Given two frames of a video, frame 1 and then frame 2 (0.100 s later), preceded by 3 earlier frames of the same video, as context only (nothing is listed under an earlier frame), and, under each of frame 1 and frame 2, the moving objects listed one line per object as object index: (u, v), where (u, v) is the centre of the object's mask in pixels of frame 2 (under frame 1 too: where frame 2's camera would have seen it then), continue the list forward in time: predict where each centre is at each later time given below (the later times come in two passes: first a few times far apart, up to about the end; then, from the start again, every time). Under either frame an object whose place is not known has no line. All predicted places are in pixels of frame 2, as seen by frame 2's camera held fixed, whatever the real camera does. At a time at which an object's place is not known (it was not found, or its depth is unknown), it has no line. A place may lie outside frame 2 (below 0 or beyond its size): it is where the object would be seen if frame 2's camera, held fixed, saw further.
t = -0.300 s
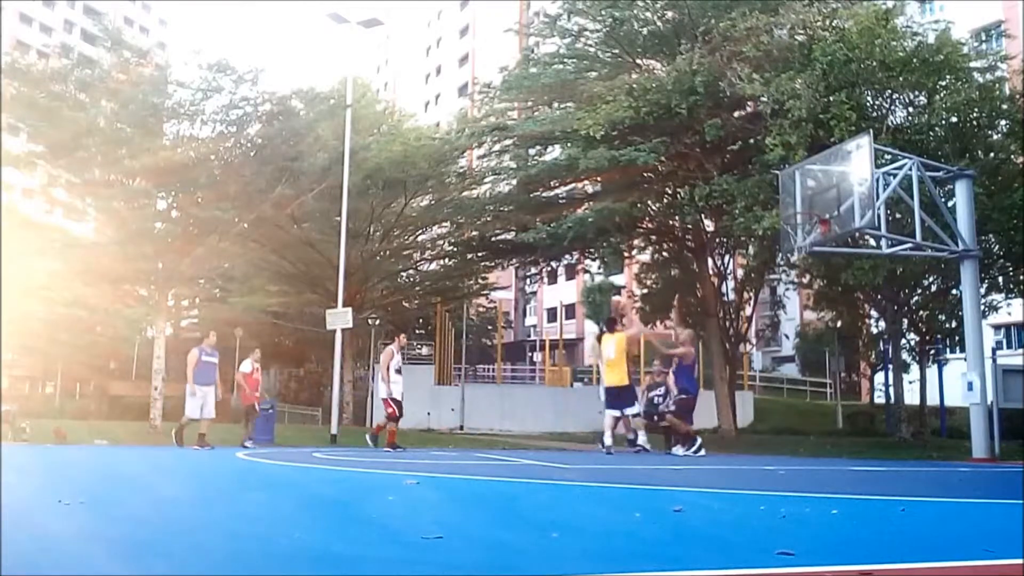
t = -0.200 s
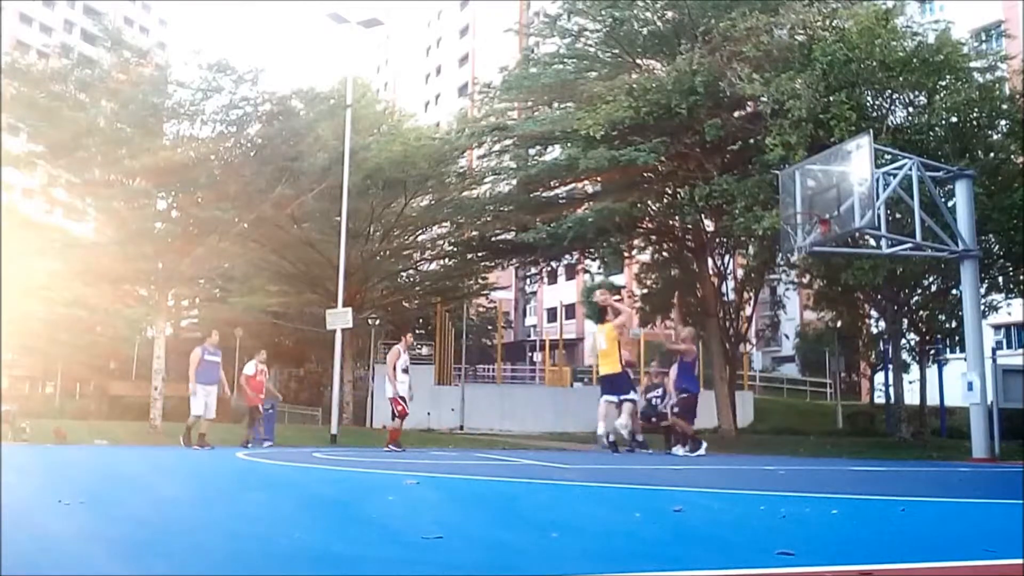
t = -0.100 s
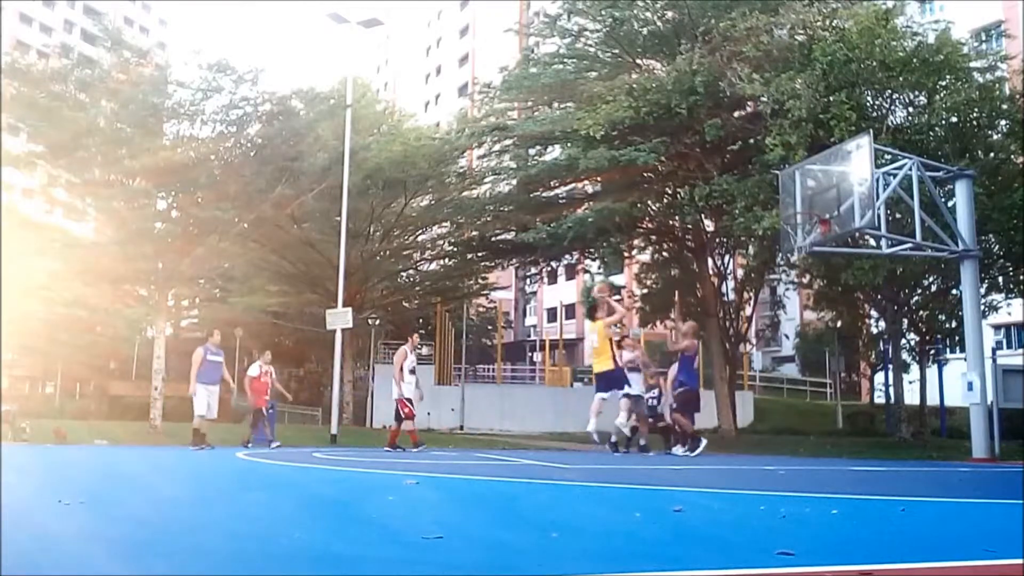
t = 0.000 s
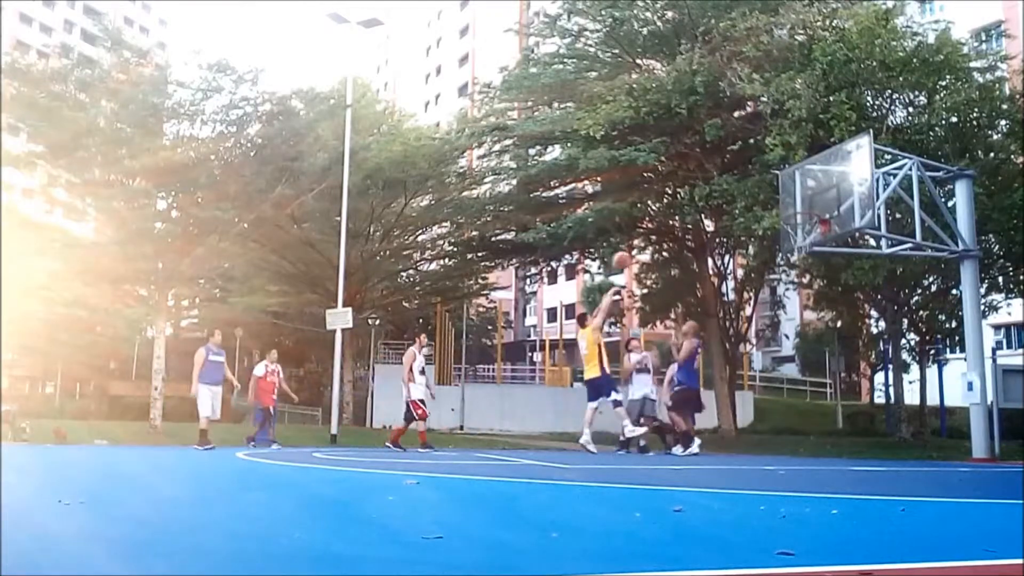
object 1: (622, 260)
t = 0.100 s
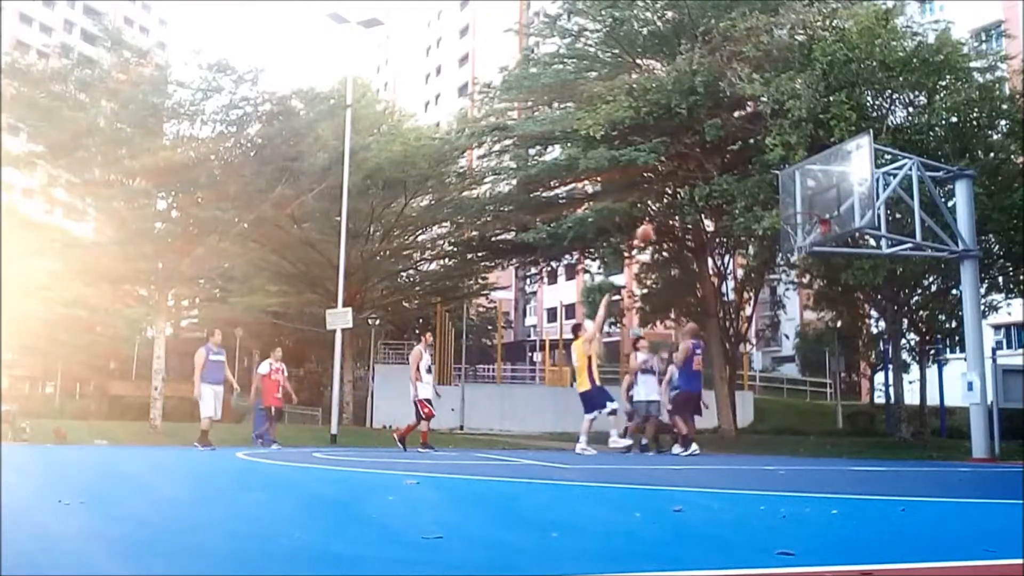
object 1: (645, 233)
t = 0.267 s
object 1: (685, 206)
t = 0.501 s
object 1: (745, 196)
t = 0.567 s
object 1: (762, 200)
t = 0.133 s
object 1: (653, 227)
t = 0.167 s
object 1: (661, 220)
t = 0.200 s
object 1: (669, 215)
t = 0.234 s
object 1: (677, 210)
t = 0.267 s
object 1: (685, 206)
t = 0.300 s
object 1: (694, 202)
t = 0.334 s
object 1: (702, 199)
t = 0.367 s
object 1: (710, 197)
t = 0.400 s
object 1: (719, 196)
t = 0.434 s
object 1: (727, 196)
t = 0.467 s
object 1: (736, 195)
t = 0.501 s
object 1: (745, 196)
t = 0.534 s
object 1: (753, 198)
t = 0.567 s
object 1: (762, 200)
